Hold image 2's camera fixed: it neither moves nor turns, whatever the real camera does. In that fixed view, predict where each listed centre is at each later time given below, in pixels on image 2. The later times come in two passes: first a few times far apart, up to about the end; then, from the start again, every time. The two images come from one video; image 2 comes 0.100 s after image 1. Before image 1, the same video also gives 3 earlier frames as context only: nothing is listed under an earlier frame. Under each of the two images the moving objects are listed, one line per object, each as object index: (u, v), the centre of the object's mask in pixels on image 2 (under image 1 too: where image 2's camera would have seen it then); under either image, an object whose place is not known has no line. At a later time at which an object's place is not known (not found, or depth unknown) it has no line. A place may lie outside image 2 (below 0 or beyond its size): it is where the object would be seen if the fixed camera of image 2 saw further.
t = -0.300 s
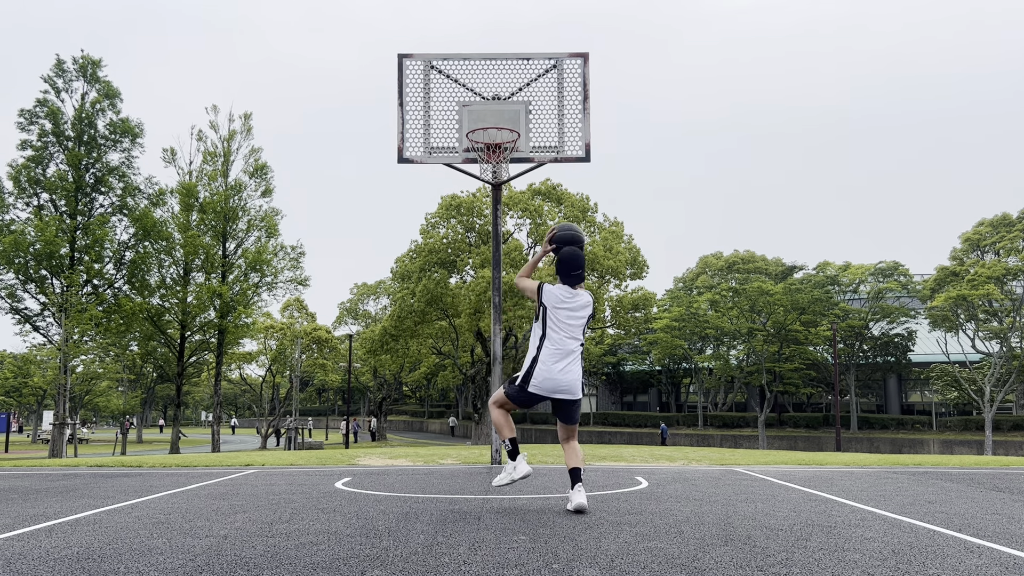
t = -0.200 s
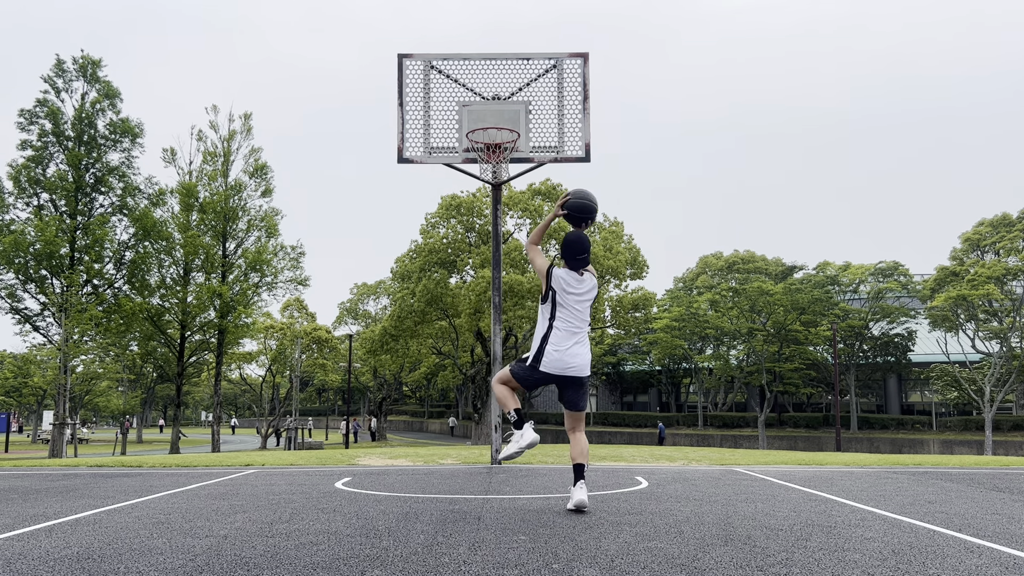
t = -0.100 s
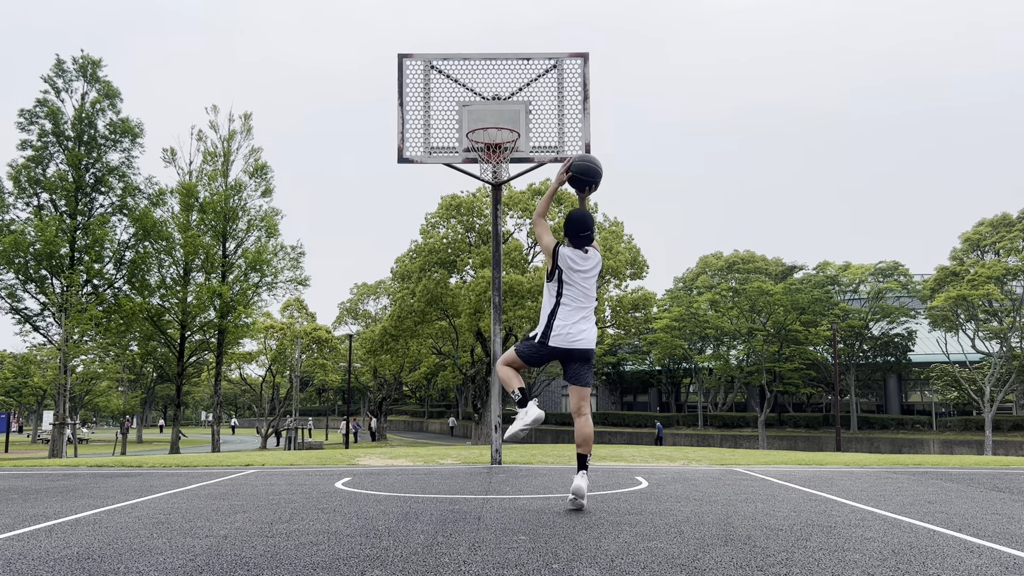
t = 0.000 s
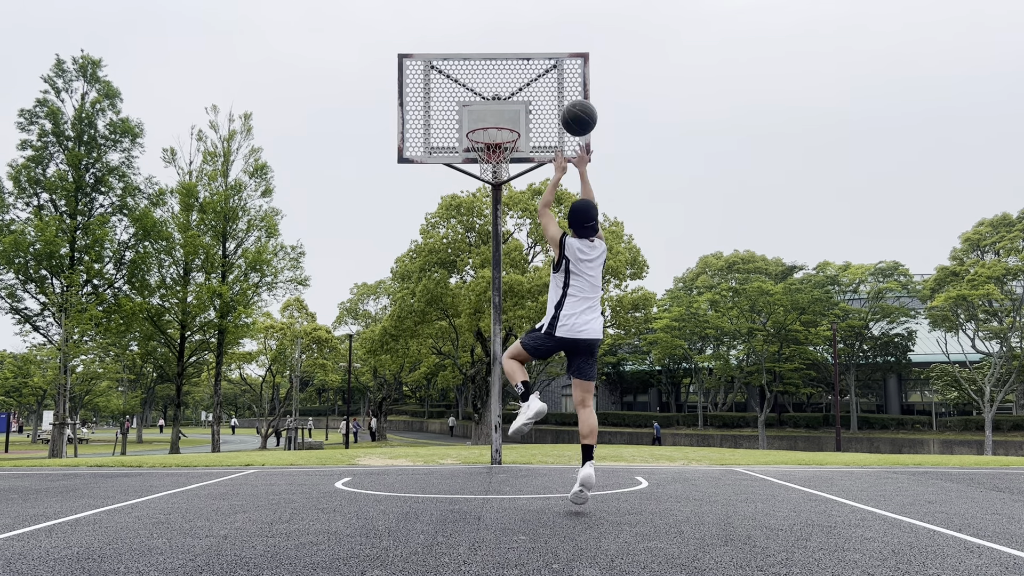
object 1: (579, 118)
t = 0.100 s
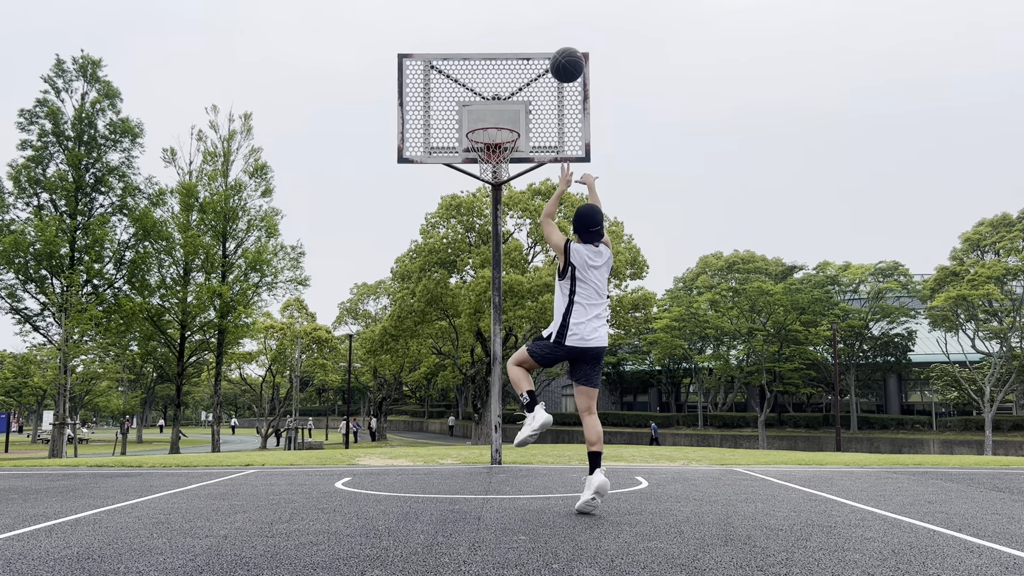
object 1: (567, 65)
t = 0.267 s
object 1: (550, 15)
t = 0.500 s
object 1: (529, 11)
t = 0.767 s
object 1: (510, 76)
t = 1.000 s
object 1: (495, 170)
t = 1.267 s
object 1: (471, 208)
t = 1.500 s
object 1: (449, 311)
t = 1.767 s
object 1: (423, 440)
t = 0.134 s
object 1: (563, 51)
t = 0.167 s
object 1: (560, 39)
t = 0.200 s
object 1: (556, 29)
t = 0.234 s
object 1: (553, 21)
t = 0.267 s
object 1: (550, 15)
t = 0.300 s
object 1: (547, 12)
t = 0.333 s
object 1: (543, 10)
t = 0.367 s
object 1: (540, 9)
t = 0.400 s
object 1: (538, 9)
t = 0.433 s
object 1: (535, 9)
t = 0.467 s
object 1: (532, 10)
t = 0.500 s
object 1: (529, 11)
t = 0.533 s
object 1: (527, 14)
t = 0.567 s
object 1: (524, 20)
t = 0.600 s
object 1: (521, 26)
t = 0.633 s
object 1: (519, 34)
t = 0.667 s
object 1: (517, 43)
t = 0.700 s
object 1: (514, 53)
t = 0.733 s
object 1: (512, 64)
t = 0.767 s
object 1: (510, 76)
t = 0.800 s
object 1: (508, 89)
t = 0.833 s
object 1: (505, 103)
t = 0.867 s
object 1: (503, 117)
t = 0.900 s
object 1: (501, 135)
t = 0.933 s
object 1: (498, 146)
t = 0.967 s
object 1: (496, 168)
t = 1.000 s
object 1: (495, 170)
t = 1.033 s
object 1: (492, 168)
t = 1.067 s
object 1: (490, 171)
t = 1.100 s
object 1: (486, 174)
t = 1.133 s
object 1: (483, 178)
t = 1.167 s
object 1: (480, 184)
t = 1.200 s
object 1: (477, 191)
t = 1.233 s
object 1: (474, 199)
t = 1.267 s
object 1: (471, 208)
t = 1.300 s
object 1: (468, 219)
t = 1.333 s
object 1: (465, 231)
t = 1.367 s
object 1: (462, 244)
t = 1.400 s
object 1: (459, 259)
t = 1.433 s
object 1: (456, 275)
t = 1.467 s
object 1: (452, 292)
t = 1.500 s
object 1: (449, 311)
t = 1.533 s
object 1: (445, 331)
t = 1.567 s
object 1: (442, 353)
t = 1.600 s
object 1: (438, 377)
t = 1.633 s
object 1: (435, 403)
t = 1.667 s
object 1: (431, 430)
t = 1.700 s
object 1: (427, 459)
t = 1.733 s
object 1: (424, 463)
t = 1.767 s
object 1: (423, 440)
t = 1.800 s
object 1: (421, 419)
